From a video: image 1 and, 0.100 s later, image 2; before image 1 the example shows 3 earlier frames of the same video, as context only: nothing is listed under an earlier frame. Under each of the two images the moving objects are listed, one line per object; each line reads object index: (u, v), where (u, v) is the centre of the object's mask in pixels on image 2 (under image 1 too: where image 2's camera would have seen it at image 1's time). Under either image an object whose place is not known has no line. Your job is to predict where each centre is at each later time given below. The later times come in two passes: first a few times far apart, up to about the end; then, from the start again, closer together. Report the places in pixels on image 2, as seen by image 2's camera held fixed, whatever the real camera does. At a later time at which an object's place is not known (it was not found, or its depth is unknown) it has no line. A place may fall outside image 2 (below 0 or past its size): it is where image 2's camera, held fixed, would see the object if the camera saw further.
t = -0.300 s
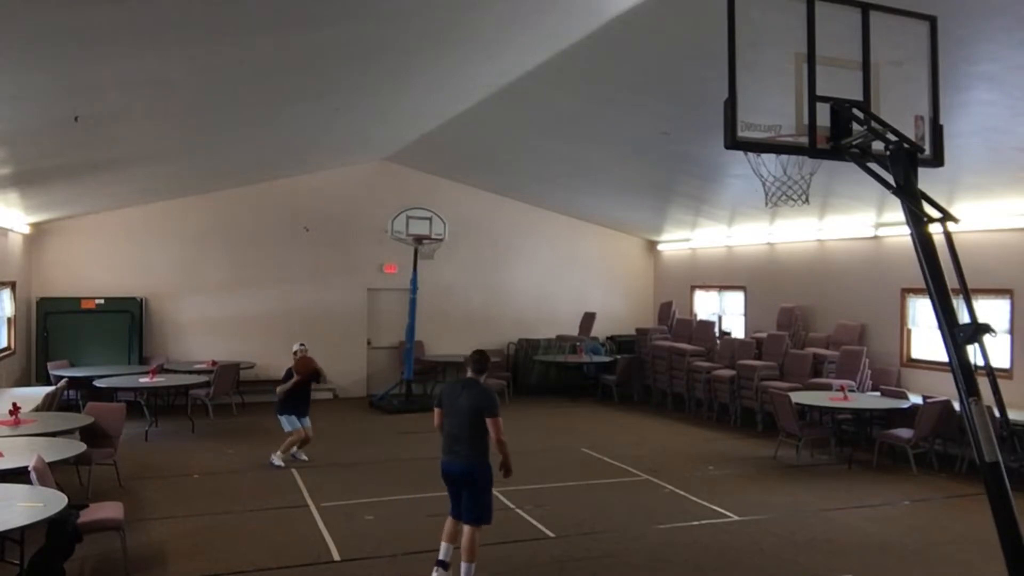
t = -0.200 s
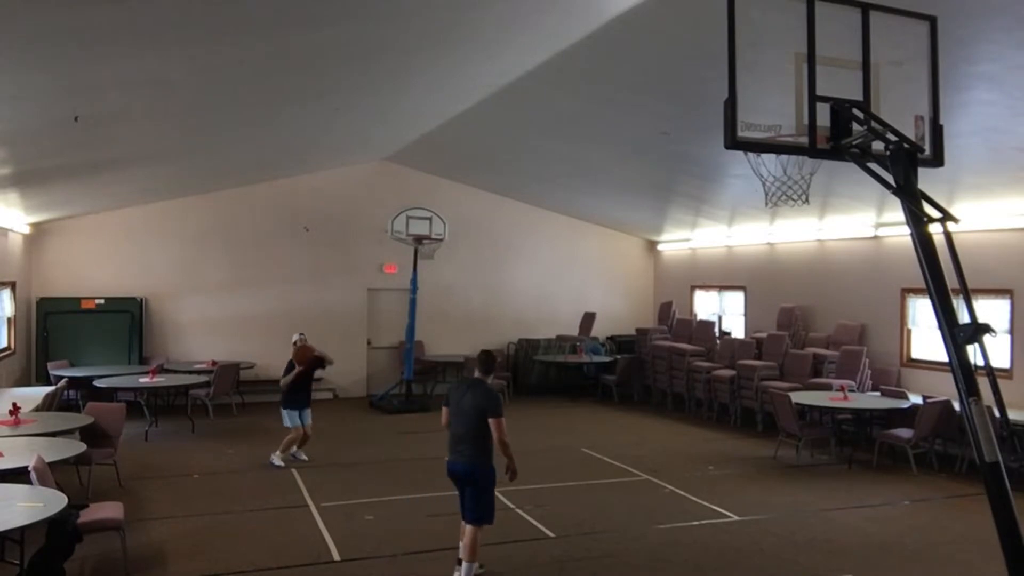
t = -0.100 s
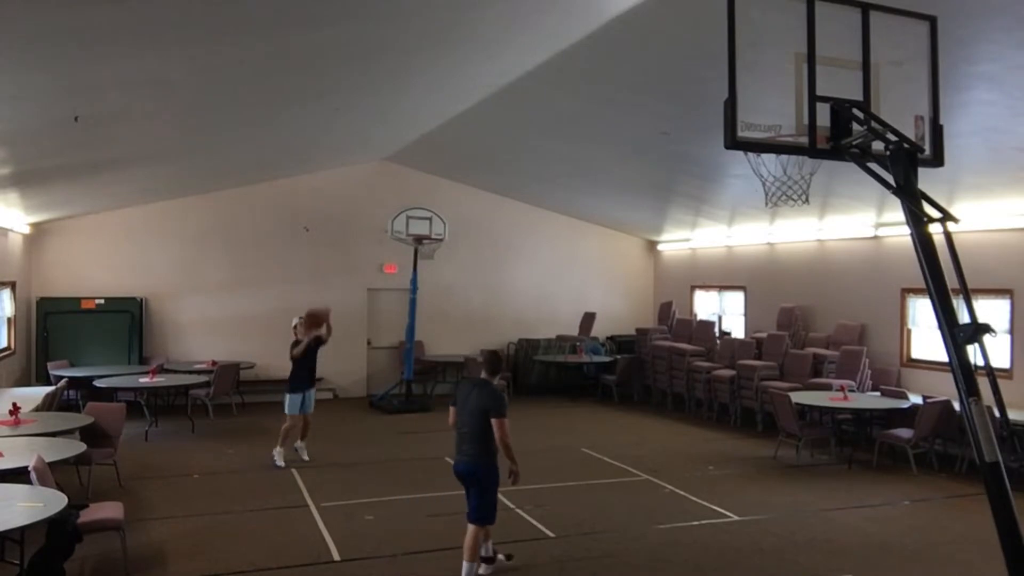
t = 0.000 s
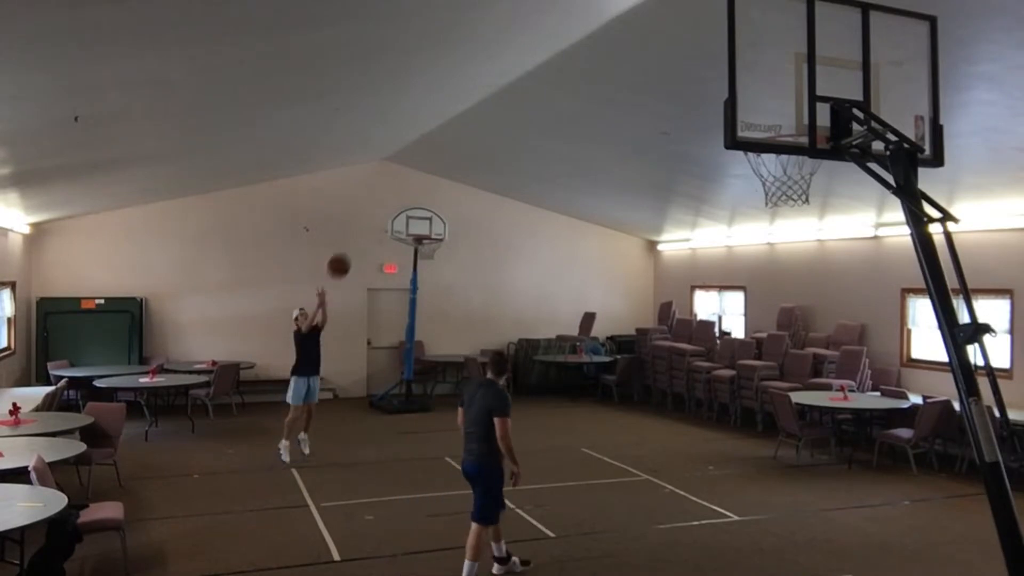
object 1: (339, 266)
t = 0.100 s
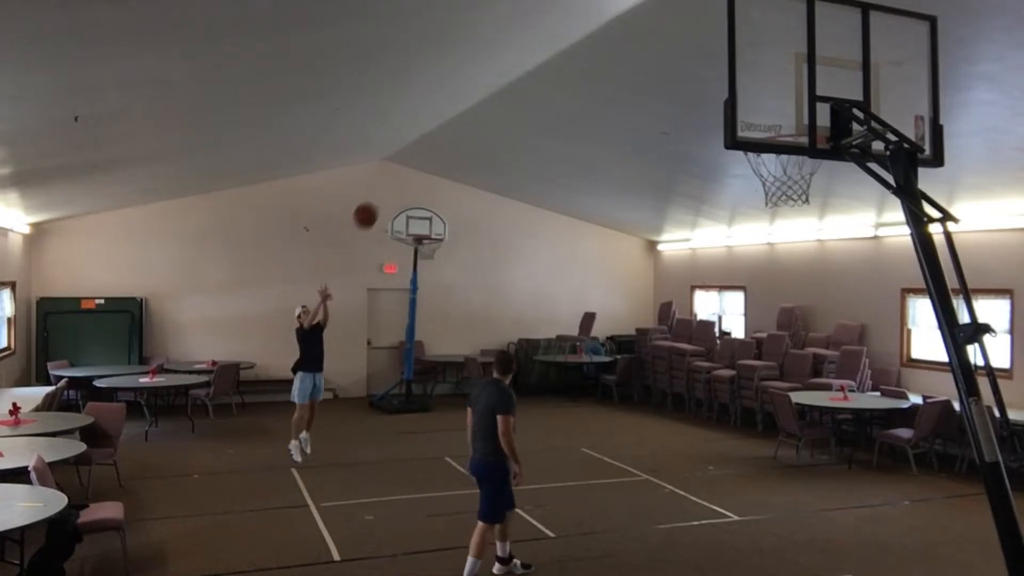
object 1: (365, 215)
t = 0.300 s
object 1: (426, 130)
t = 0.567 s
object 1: (531, 61)
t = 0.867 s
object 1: (699, 81)
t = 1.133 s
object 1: (784, 172)
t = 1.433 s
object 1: (760, 240)
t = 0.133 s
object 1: (375, 199)
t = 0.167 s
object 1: (384, 185)
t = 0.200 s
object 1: (394, 170)
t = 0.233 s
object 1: (404, 156)
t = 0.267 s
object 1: (415, 143)
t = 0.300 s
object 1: (426, 130)
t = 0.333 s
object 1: (438, 119)
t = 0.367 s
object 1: (449, 108)
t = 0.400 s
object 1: (462, 98)
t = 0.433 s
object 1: (474, 88)
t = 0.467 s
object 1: (488, 80)
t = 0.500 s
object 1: (501, 73)
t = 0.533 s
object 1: (516, 66)
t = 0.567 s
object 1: (531, 61)
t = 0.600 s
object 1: (546, 57)
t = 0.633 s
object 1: (562, 55)
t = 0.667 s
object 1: (579, 53)
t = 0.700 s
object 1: (597, 53)
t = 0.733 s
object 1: (615, 55)
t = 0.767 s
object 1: (634, 59)
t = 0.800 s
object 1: (655, 64)
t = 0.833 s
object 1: (676, 71)
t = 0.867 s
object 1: (699, 81)
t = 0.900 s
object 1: (716, 93)
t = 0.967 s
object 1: (774, 121)
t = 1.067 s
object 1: (796, 177)
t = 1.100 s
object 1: (788, 173)
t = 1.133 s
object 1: (784, 172)
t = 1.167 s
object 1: (781, 172)
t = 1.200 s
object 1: (778, 174)
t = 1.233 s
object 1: (775, 177)
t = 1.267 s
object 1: (772, 183)
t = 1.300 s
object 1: (769, 191)
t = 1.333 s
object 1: (767, 200)
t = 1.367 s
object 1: (764, 210)
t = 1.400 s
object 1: (762, 223)
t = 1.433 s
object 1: (760, 240)
